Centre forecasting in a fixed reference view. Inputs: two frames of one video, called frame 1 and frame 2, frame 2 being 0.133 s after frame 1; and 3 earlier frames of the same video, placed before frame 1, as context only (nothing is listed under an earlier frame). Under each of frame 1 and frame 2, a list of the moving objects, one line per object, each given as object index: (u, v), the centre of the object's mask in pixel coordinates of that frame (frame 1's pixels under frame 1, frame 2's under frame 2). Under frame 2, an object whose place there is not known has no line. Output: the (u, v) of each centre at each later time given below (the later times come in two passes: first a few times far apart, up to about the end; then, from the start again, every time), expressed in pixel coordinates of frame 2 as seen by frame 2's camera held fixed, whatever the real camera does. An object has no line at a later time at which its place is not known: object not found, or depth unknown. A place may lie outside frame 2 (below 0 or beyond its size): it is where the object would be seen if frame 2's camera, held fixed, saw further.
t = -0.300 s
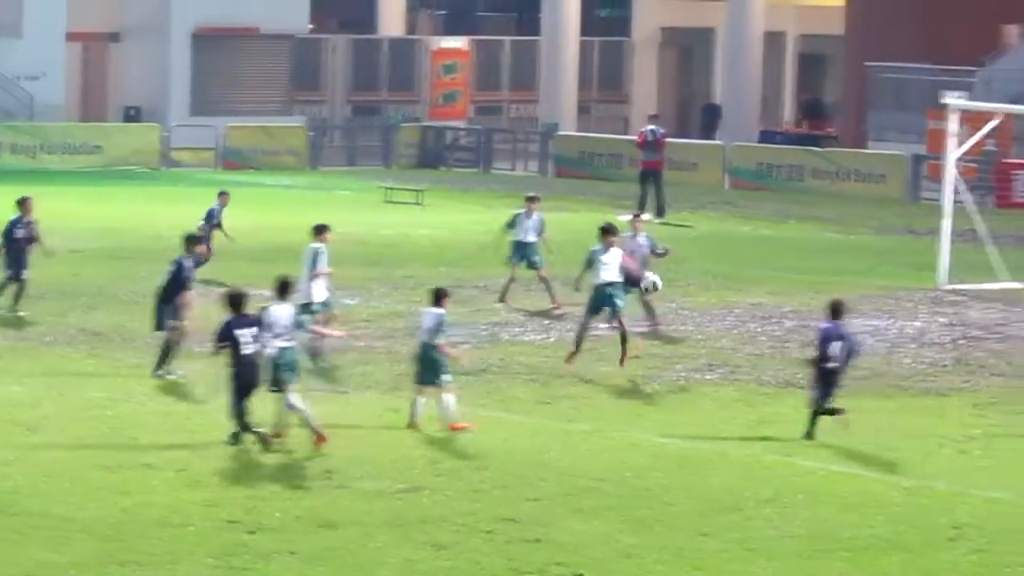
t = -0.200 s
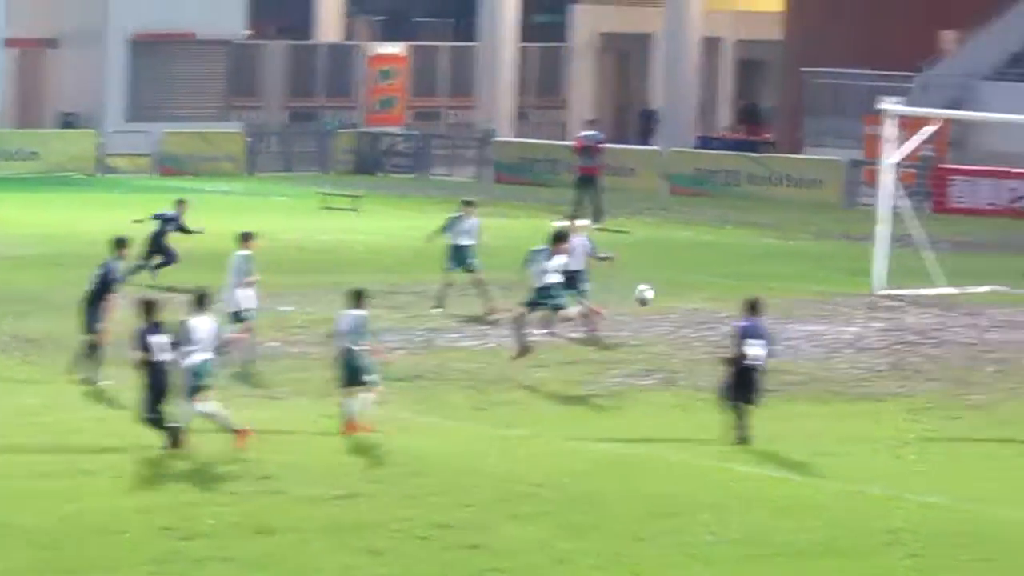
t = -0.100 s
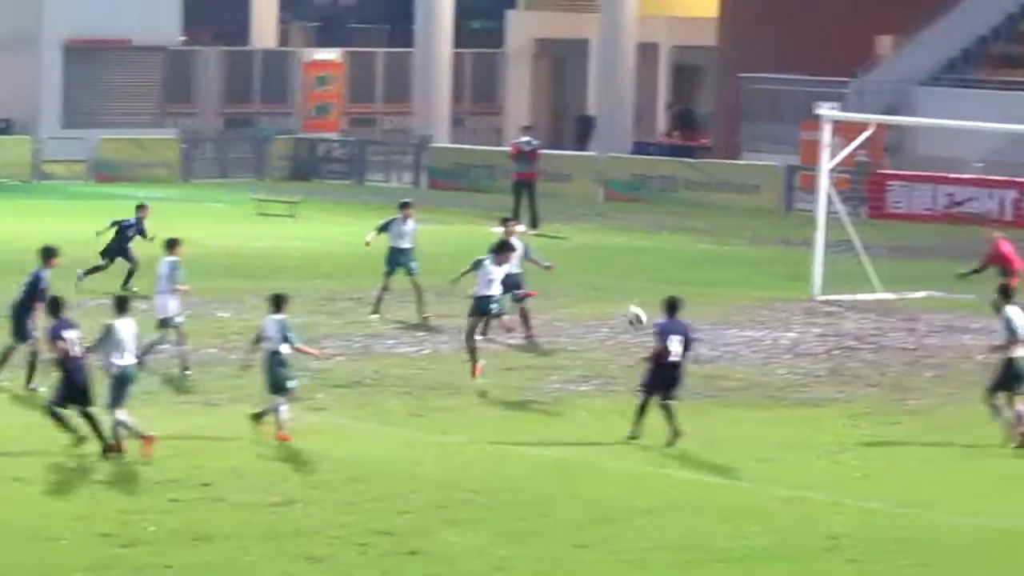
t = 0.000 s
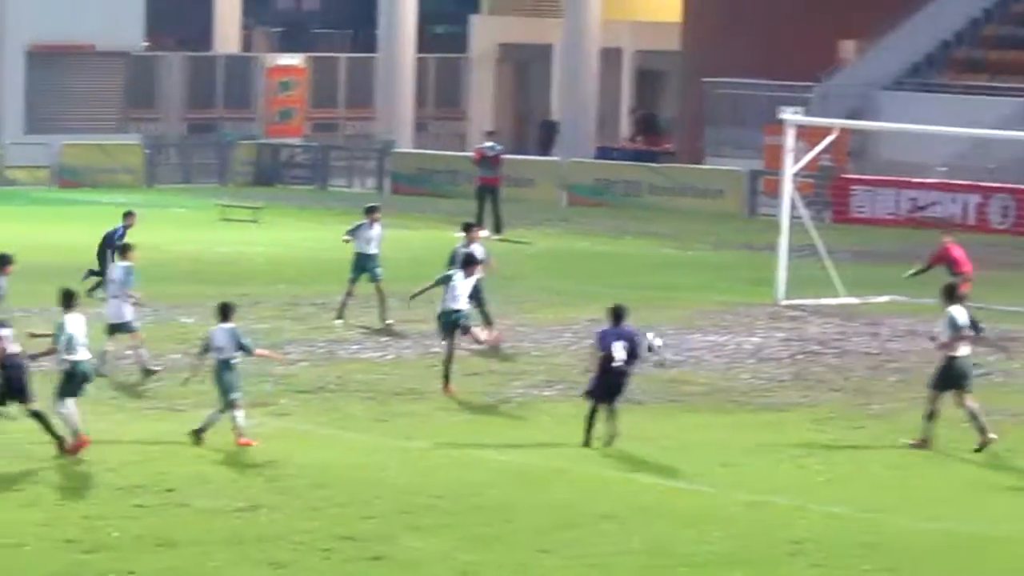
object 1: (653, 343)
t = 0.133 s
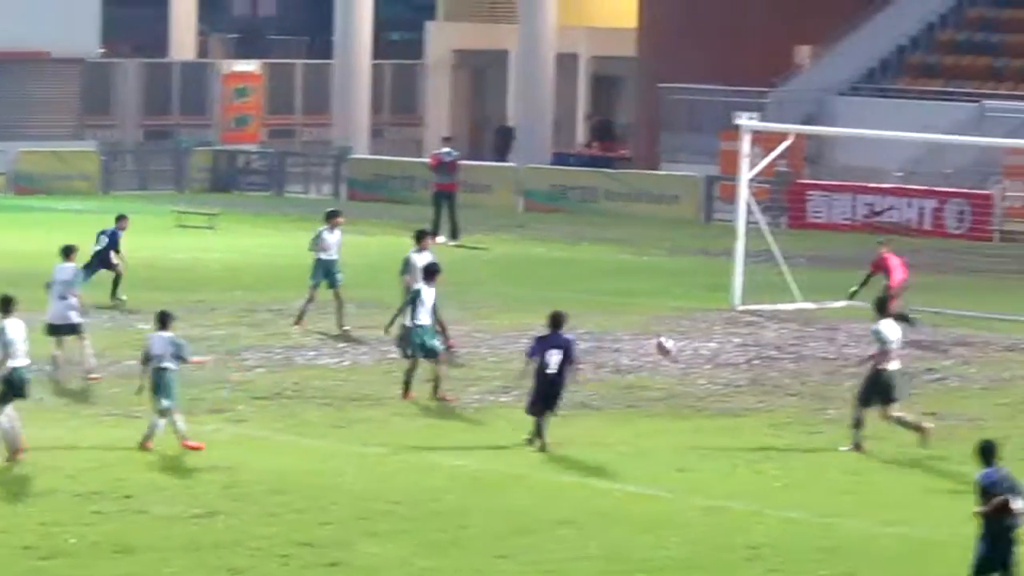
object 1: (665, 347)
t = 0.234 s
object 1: (702, 343)
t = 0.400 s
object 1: (746, 335)
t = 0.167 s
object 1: (677, 345)
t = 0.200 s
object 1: (689, 343)
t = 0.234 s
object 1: (702, 343)
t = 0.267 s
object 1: (713, 342)
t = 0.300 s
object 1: (721, 340)
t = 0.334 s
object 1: (731, 338)
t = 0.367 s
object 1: (740, 337)
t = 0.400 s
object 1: (746, 335)
